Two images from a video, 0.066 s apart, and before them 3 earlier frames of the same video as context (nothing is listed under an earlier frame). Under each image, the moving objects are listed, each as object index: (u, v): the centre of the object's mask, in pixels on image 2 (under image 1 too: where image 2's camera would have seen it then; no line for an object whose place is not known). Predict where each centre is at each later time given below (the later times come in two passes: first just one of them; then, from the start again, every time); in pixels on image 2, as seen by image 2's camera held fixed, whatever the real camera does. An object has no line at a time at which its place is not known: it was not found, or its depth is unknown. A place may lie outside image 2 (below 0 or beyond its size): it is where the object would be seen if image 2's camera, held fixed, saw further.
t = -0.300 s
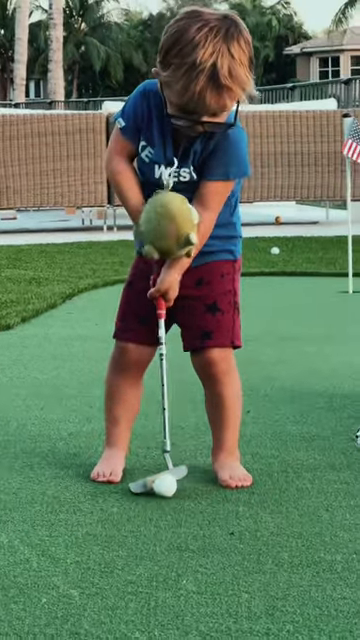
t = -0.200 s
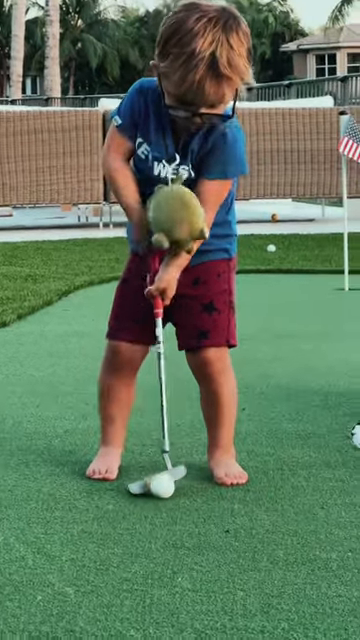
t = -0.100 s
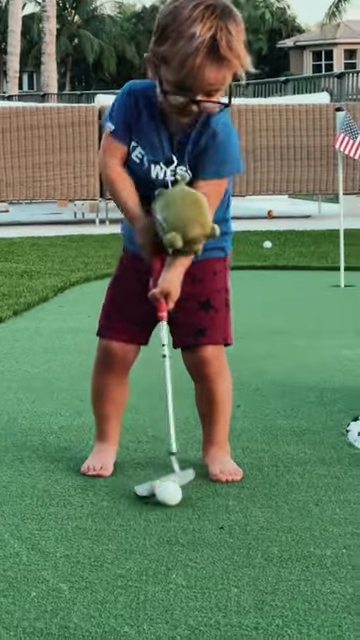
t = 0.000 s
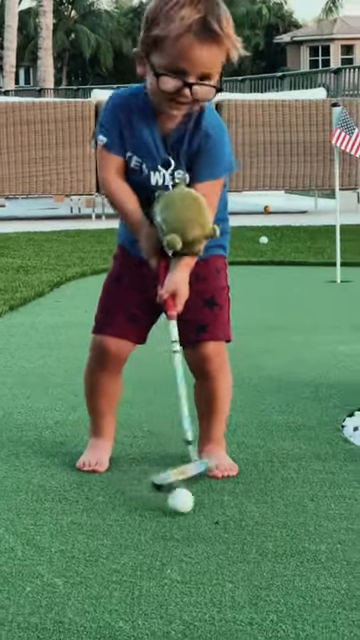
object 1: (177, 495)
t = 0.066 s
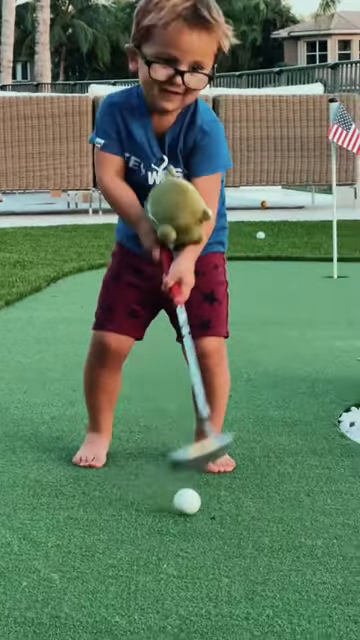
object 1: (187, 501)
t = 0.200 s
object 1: (208, 515)
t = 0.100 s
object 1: (192, 504)
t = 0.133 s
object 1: (197, 508)
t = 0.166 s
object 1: (202, 512)
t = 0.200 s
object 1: (208, 515)
